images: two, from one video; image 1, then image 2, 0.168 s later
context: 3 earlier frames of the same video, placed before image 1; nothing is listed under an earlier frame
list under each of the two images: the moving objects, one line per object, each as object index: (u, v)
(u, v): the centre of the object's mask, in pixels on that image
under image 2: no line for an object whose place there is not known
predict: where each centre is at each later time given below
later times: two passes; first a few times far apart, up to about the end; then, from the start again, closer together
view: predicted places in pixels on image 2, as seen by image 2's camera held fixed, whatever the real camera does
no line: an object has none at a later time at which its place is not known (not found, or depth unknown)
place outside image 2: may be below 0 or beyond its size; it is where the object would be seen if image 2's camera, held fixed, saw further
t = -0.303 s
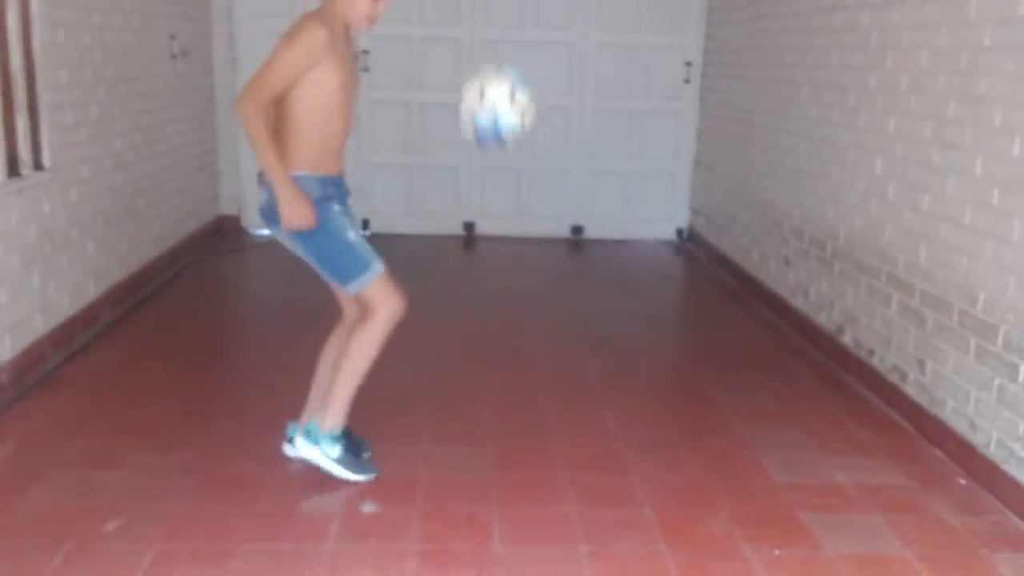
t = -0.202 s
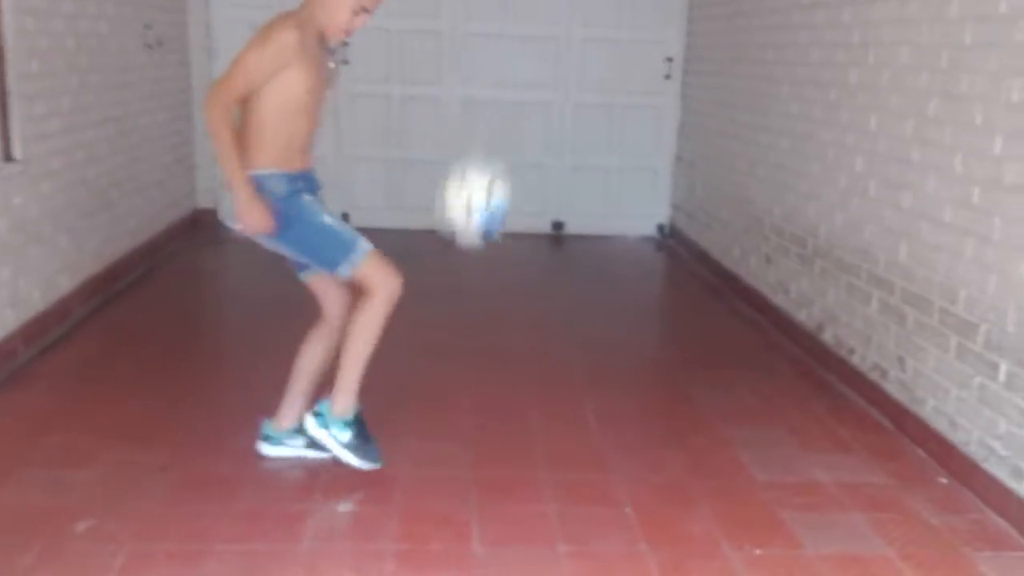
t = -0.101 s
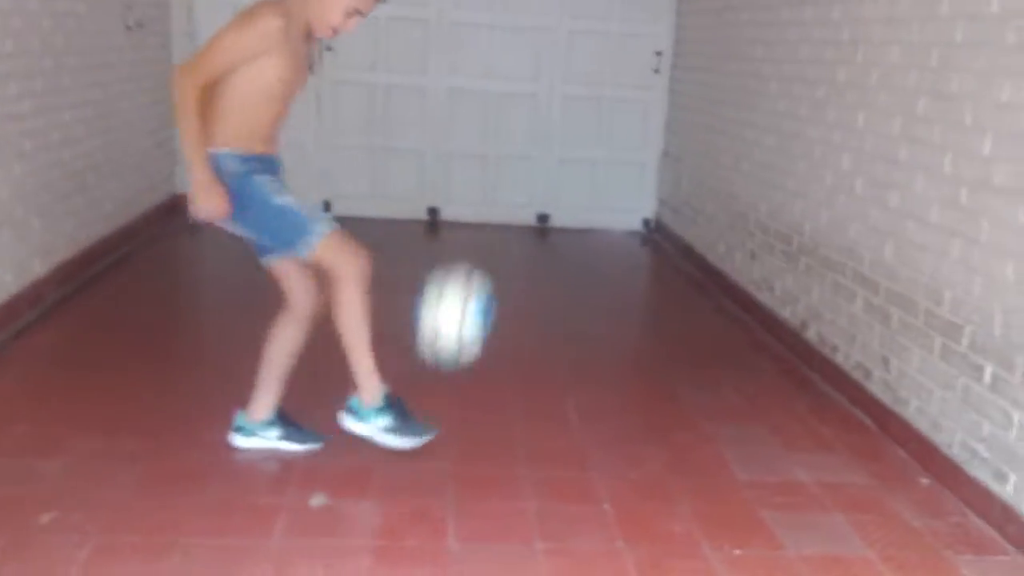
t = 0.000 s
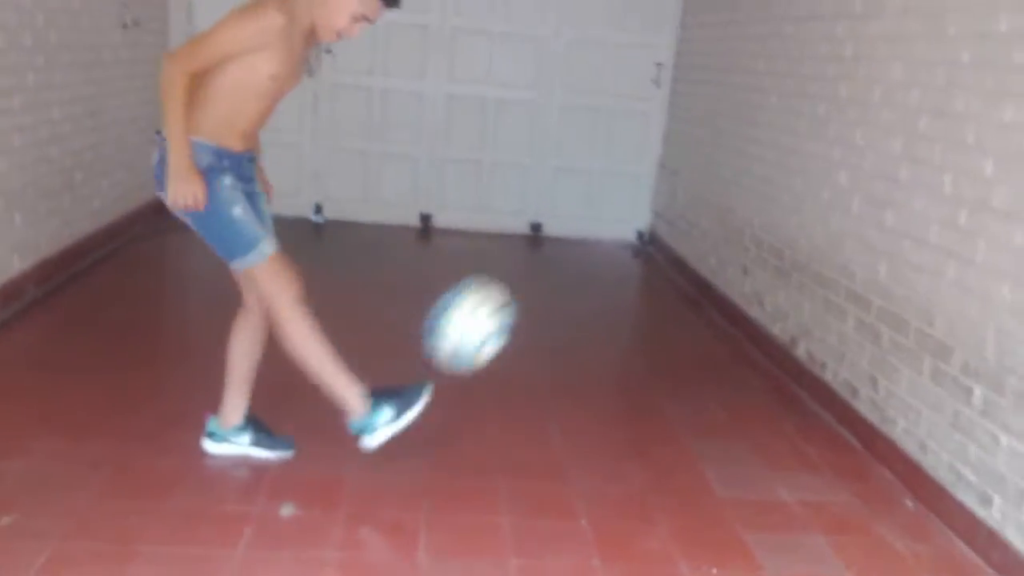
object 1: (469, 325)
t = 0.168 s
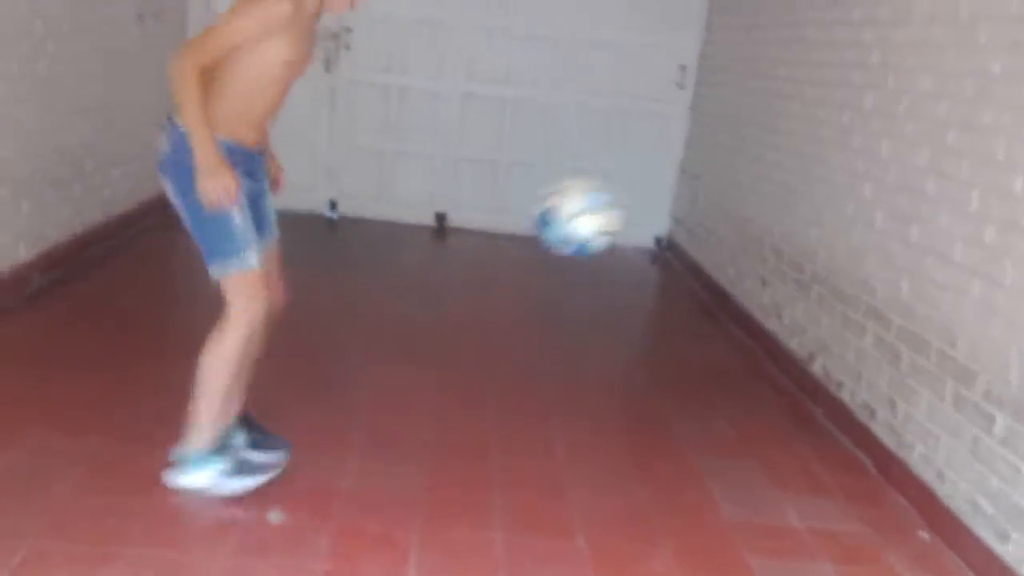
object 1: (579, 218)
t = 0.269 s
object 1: (624, 200)
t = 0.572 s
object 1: (723, 349)
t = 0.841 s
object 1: (807, 352)
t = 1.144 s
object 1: (812, 375)
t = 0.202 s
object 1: (593, 210)
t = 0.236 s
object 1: (609, 201)
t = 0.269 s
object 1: (624, 200)
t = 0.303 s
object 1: (641, 204)
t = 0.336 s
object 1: (655, 212)
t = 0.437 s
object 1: (688, 253)
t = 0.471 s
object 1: (698, 273)
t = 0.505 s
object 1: (706, 297)
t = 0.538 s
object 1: (715, 321)
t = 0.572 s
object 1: (723, 349)
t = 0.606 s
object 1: (730, 378)
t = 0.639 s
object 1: (737, 410)
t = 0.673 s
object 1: (746, 427)
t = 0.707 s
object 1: (759, 406)
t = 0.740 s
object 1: (773, 388)
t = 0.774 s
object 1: (785, 373)
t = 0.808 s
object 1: (797, 360)
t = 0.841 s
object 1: (807, 352)
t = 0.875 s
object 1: (816, 346)
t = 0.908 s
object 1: (827, 343)
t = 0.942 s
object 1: (836, 345)
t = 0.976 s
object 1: (844, 348)
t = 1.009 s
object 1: (849, 354)
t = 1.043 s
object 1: (842, 357)
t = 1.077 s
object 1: (833, 360)
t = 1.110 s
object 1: (821, 366)
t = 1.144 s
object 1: (812, 375)
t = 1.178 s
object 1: (800, 388)
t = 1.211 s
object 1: (789, 402)
